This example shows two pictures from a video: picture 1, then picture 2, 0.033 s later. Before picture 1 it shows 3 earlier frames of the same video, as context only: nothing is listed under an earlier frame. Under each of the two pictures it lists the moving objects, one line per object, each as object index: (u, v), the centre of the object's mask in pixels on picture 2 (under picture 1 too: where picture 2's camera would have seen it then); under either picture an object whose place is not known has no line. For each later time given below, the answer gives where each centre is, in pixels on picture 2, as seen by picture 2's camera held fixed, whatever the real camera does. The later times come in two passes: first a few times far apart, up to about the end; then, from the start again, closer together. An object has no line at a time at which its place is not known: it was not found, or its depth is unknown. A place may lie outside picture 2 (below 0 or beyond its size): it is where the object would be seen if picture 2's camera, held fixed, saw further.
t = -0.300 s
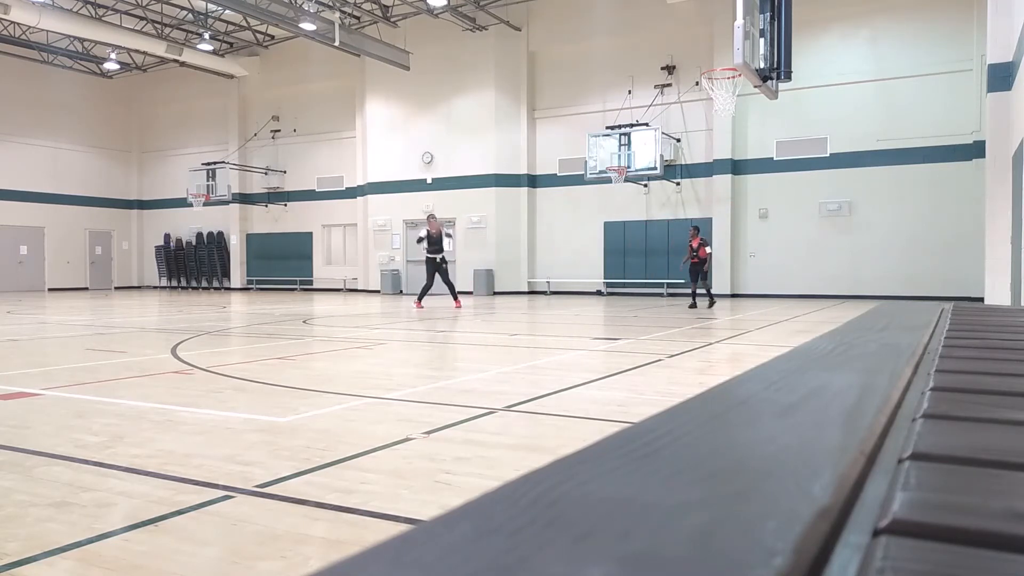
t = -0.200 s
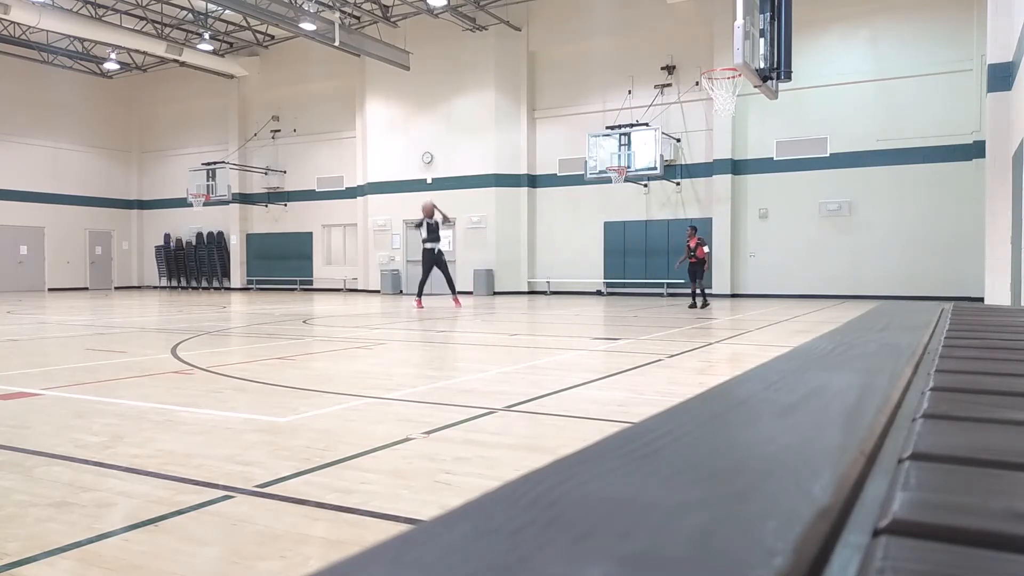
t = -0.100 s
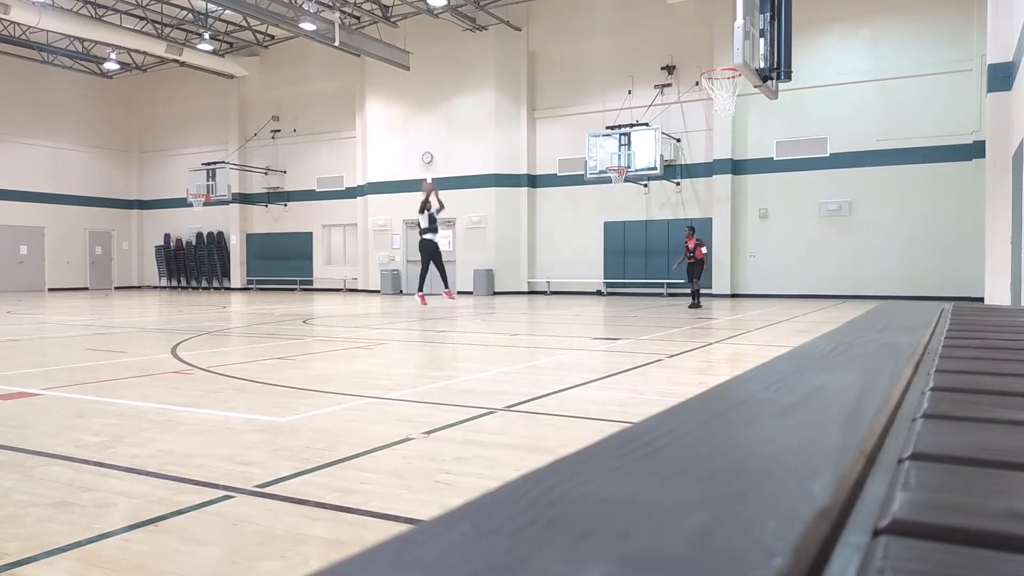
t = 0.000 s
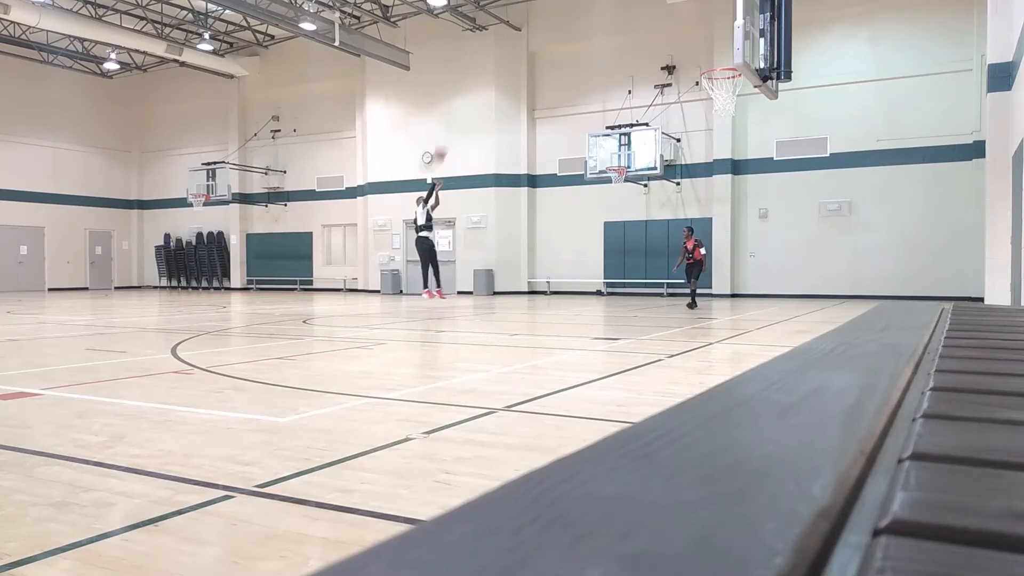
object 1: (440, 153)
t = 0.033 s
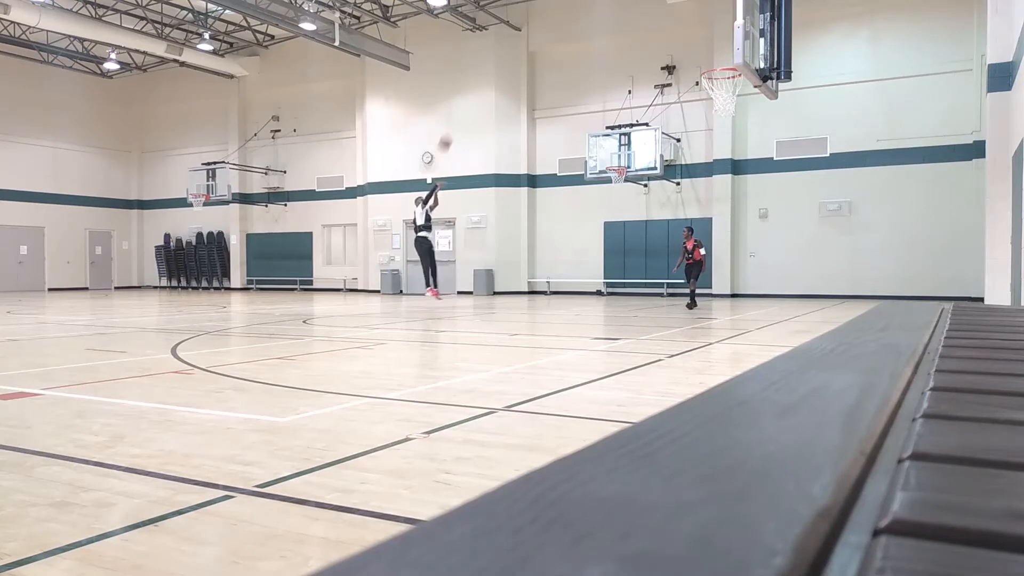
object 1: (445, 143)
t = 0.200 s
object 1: (474, 92)
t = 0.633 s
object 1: (561, 8)
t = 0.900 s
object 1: (631, 10)
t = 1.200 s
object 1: (726, 81)
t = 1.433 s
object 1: (747, 104)
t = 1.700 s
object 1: (764, 177)
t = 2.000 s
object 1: (783, 313)
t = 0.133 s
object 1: (461, 111)
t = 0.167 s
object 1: (467, 102)
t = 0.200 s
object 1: (474, 92)
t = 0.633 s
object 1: (561, 8)
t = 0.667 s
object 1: (568, 7)
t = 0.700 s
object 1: (577, 6)
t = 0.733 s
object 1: (585, 5)
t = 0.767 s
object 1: (593, 5)
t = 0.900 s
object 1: (631, 10)
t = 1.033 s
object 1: (670, 33)
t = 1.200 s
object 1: (726, 81)
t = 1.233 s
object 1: (734, 86)
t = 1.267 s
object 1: (737, 90)
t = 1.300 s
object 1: (739, 90)
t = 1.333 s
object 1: (741, 92)
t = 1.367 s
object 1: (743, 95)
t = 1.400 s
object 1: (745, 99)
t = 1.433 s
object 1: (747, 104)
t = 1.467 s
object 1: (750, 110)
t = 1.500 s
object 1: (752, 117)
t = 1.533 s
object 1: (754, 125)
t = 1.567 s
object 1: (756, 134)
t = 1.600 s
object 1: (758, 143)
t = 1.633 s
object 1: (760, 154)
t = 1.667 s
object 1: (761, 166)
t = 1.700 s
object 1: (764, 177)
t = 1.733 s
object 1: (766, 191)
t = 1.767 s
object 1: (768, 205)
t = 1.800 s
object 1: (770, 220)
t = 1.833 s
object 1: (773, 237)
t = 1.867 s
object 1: (776, 255)
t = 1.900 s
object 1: (778, 270)
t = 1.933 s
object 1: (780, 287)
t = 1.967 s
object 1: (782, 307)
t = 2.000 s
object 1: (783, 313)
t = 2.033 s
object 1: (782, 302)
